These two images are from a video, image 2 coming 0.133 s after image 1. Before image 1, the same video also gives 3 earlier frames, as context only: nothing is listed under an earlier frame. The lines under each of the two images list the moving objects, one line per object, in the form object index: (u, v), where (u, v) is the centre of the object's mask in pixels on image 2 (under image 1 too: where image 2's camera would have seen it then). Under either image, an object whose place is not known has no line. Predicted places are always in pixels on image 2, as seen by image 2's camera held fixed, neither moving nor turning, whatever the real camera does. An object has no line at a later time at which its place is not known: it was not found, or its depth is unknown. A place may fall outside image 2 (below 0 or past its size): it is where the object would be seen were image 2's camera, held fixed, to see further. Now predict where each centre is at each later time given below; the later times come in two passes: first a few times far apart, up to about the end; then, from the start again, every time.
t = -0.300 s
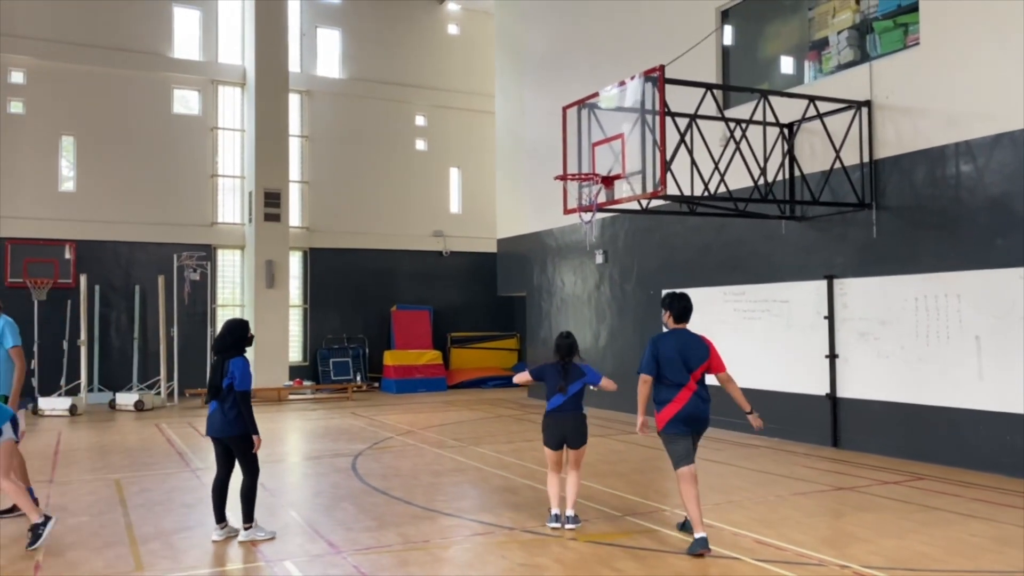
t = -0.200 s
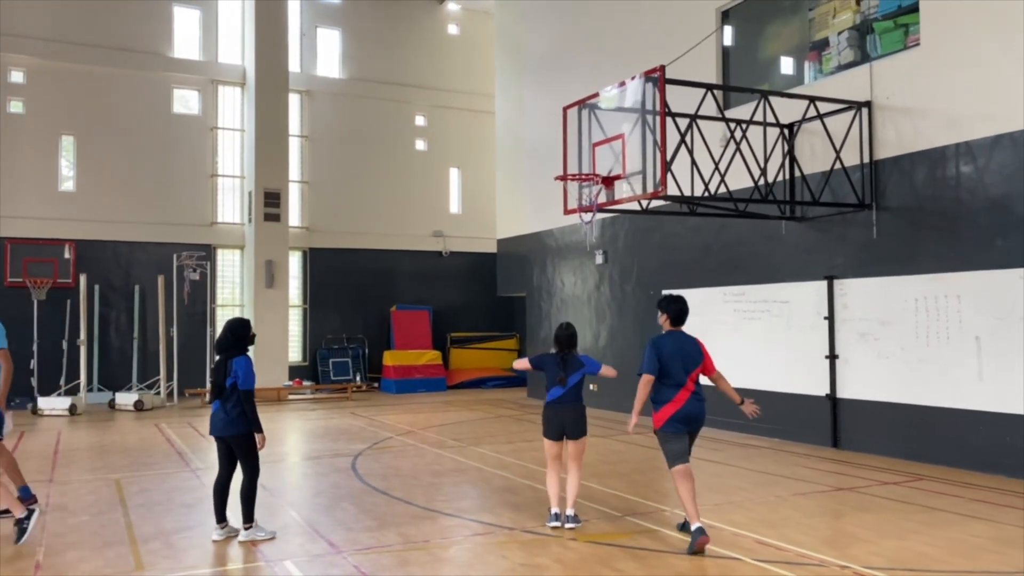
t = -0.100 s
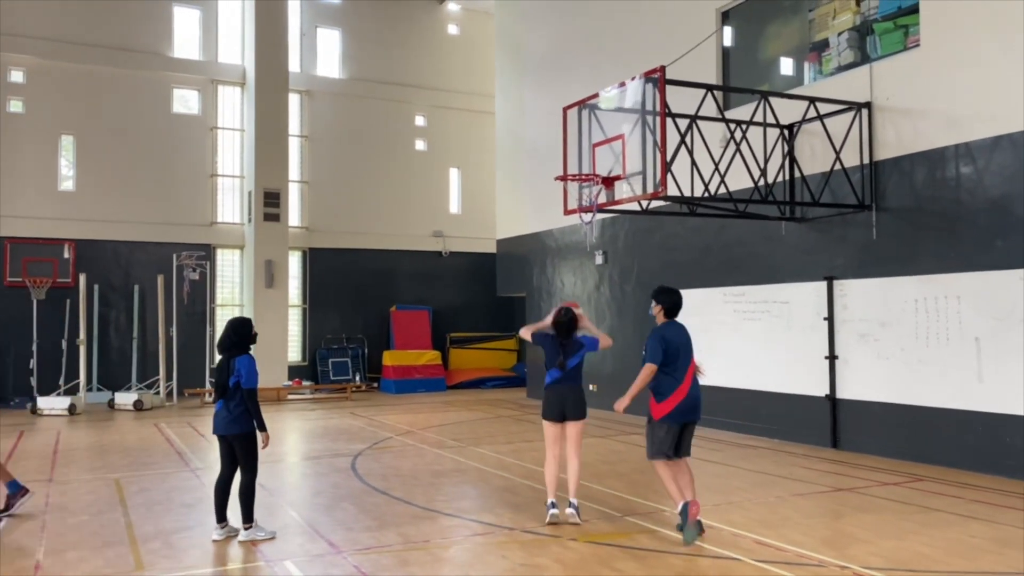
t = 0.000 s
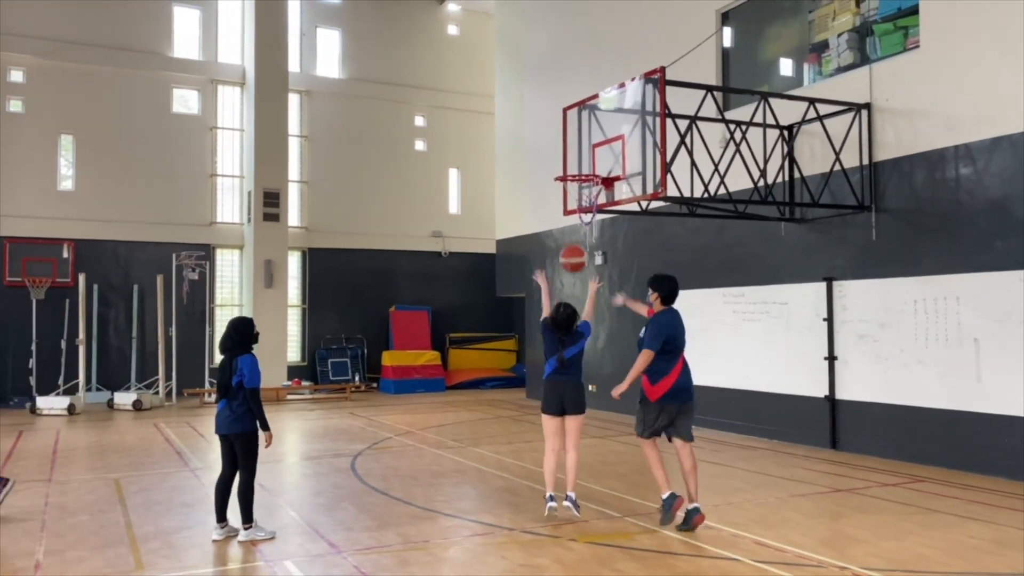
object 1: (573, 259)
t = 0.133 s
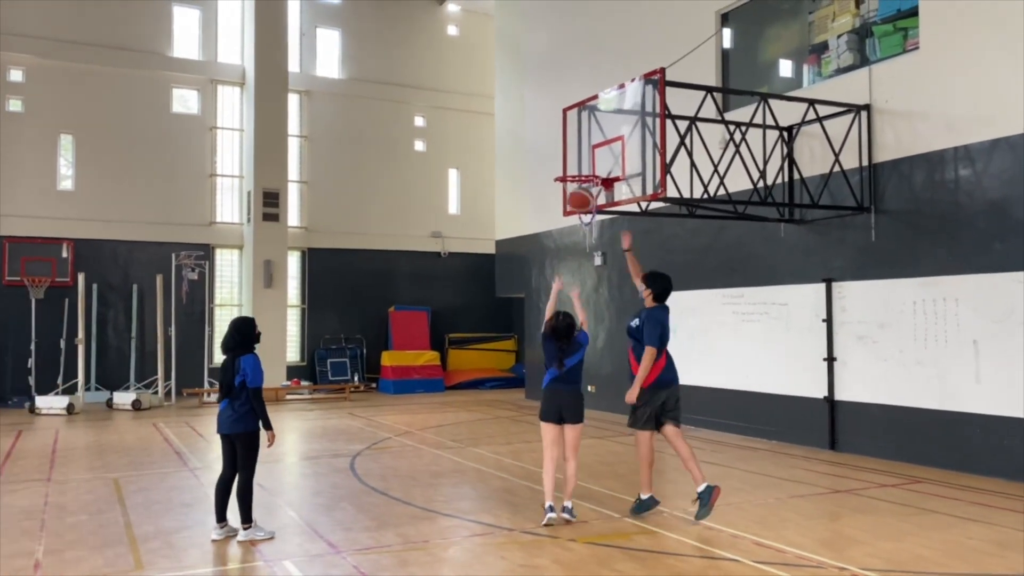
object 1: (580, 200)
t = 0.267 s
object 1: (586, 168)
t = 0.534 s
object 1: (596, 160)
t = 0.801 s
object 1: (567, 168)
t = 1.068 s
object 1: (533, 189)
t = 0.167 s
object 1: (581, 190)
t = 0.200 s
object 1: (583, 181)
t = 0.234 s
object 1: (585, 174)
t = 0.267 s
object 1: (586, 168)
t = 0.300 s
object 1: (588, 163)
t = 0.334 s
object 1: (589, 159)
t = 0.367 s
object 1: (591, 156)
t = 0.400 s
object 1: (592, 155)
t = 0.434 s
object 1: (593, 155)
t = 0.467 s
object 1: (594, 155)
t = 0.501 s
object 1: (596, 157)
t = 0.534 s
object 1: (596, 160)
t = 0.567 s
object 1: (598, 164)
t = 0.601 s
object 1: (594, 167)
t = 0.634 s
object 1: (590, 166)
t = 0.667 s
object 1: (585, 165)
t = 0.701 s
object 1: (580, 165)
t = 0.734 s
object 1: (576, 166)
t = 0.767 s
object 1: (572, 168)
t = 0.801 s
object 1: (567, 168)
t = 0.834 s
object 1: (562, 167)
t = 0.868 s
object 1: (558, 167)
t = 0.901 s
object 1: (553, 168)
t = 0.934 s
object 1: (550, 170)
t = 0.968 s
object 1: (546, 174)
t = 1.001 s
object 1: (542, 178)
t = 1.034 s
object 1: (538, 183)
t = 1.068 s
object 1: (533, 189)
